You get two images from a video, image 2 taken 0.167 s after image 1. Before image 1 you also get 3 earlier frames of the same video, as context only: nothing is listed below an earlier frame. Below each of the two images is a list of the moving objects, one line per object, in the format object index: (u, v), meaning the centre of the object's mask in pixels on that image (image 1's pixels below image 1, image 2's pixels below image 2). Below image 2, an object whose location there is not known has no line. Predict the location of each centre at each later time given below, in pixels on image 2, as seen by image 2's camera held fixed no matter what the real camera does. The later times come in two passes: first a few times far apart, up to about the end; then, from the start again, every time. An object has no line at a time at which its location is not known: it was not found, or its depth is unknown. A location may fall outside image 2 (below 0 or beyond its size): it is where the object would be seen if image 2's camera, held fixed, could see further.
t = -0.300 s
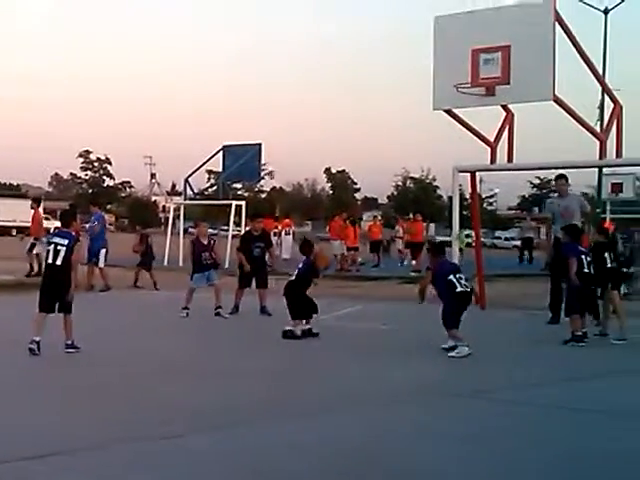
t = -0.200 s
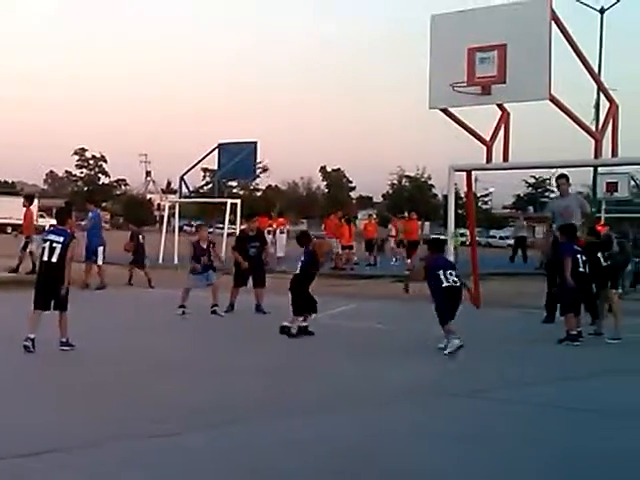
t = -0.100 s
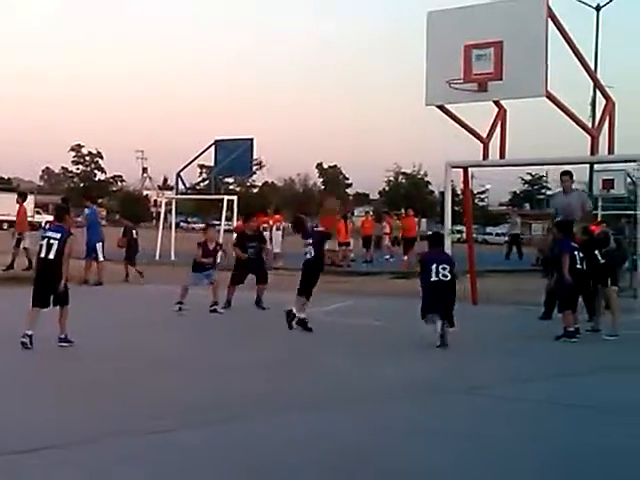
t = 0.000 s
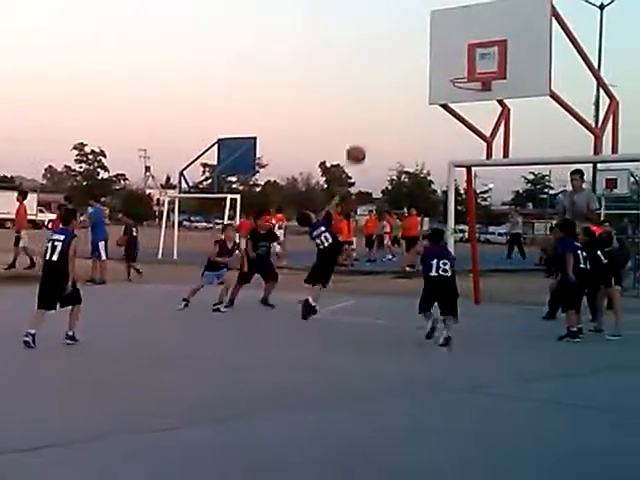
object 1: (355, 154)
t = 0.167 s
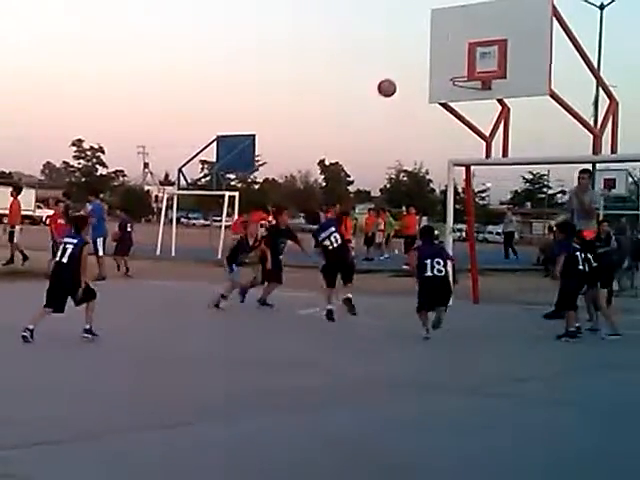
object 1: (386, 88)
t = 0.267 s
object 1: (403, 61)
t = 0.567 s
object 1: (449, 39)
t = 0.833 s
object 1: (454, 68)
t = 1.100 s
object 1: (408, 93)
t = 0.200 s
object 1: (392, 78)
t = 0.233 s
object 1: (398, 69)
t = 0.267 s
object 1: (403, 61)
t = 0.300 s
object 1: (409, 55)
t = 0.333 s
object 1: (415, 49)
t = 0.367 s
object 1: (421, 45)
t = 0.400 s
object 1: (426, 41)
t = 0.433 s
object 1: (431, 39)
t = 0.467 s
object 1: (435, 37)
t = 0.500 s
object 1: (440, 37)
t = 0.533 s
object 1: (444, 38)
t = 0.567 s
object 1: (449, 39)
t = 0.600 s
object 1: (453, 41)
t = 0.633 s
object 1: (458, 44)
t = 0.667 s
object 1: (462, 47)
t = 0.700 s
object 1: (466, 51)
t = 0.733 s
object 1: (465, 56)
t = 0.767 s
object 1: (463, 59)
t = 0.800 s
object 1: (459, 63)
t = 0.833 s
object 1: (454, 68)
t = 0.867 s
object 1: (450, 73)
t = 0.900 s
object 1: (445, 74)
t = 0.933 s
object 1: (439, 75)
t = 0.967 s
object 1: (433, 77)
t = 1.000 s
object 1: (426, 80)
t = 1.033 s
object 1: (420, 83)
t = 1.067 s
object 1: (414, 88)
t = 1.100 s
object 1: (408, 93)
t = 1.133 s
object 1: (402, 99)
